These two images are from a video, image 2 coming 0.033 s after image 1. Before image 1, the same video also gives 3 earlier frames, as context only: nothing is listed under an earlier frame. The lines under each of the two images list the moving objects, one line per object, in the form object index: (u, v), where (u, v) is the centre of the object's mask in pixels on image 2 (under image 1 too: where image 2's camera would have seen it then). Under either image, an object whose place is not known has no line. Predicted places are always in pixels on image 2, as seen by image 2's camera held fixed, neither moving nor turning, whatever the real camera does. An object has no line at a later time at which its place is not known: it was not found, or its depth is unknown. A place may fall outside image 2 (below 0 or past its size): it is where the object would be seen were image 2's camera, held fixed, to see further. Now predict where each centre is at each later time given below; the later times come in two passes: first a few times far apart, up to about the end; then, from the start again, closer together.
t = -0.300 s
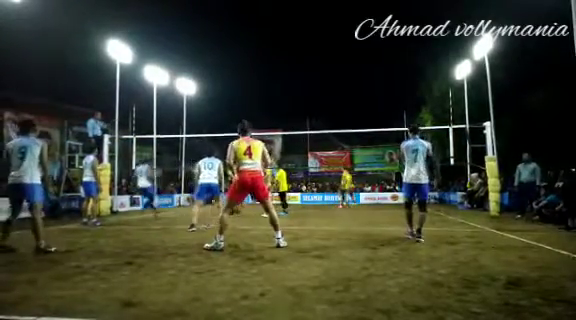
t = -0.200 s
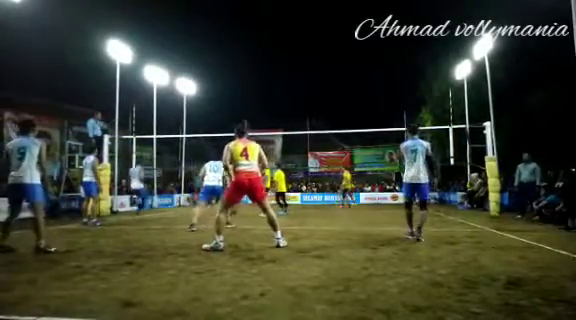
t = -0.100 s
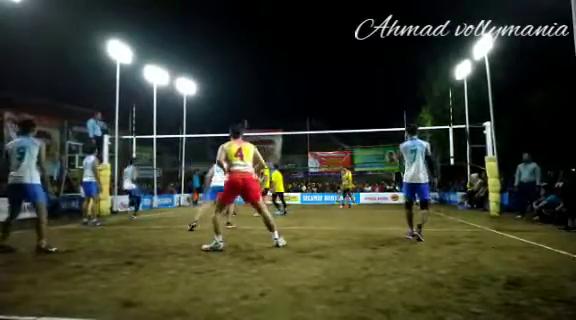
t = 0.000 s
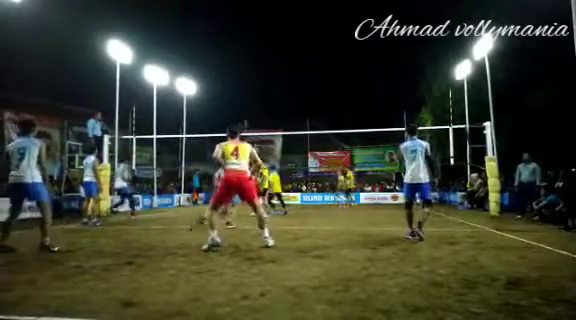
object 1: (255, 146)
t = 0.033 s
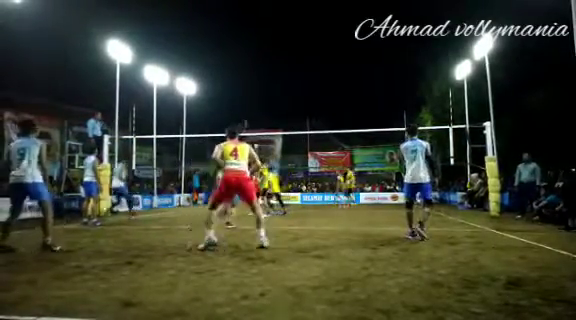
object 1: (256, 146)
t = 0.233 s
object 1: (261, 125)
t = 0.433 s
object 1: (264, 109)
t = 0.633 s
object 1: (268, 94)
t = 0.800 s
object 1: (271, 86)
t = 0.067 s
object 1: (257, 142)
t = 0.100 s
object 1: (257, 140)
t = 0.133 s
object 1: (258, 137)
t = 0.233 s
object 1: (261, 125)
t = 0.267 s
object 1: (261, 123)
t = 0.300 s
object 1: (262, 120)
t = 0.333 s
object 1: (262, 117)
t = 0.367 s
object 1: (263, 114)
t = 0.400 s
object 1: (263, 111)
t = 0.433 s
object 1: (264, 109)
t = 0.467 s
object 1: (265, 107)
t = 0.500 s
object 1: (265, 104)
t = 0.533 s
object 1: (266, 101)
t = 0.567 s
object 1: (267, 99)
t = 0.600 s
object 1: (267, 96)
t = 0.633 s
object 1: (268, 94)
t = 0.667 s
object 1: (269, 92)
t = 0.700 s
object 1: (270, 90)
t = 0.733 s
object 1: (270, 89)
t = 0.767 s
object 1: (271, 87)
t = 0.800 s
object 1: (271, 86)
